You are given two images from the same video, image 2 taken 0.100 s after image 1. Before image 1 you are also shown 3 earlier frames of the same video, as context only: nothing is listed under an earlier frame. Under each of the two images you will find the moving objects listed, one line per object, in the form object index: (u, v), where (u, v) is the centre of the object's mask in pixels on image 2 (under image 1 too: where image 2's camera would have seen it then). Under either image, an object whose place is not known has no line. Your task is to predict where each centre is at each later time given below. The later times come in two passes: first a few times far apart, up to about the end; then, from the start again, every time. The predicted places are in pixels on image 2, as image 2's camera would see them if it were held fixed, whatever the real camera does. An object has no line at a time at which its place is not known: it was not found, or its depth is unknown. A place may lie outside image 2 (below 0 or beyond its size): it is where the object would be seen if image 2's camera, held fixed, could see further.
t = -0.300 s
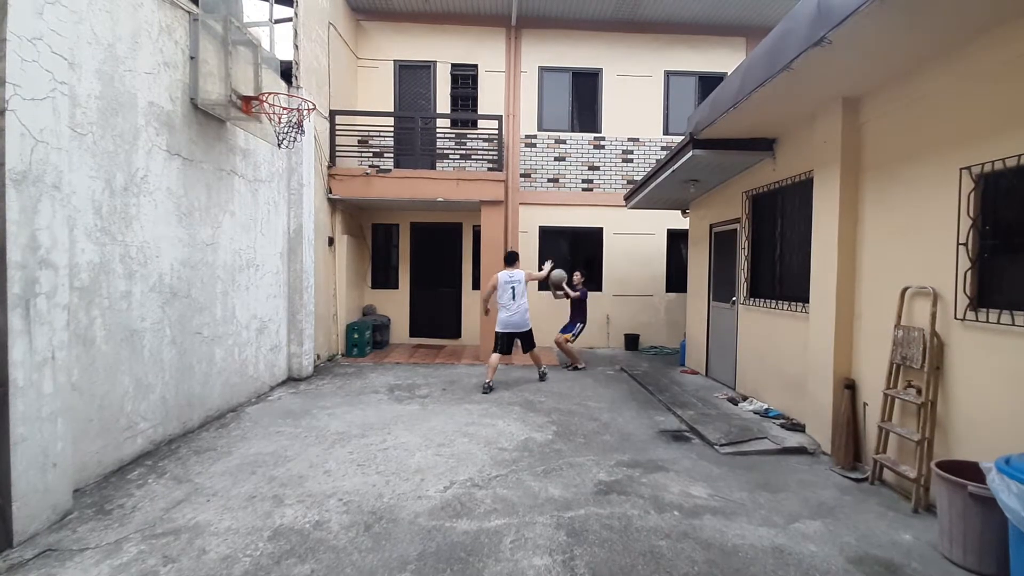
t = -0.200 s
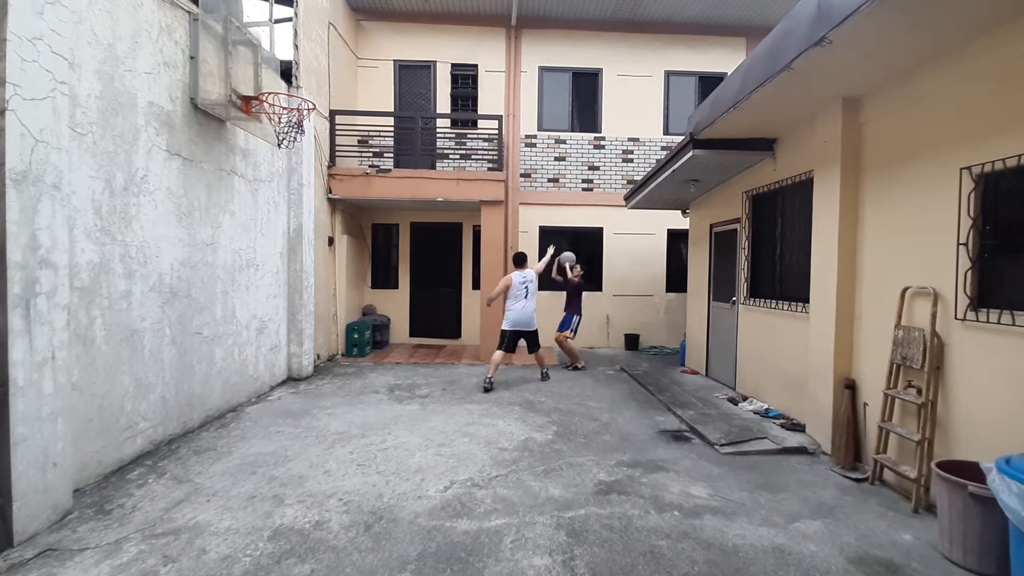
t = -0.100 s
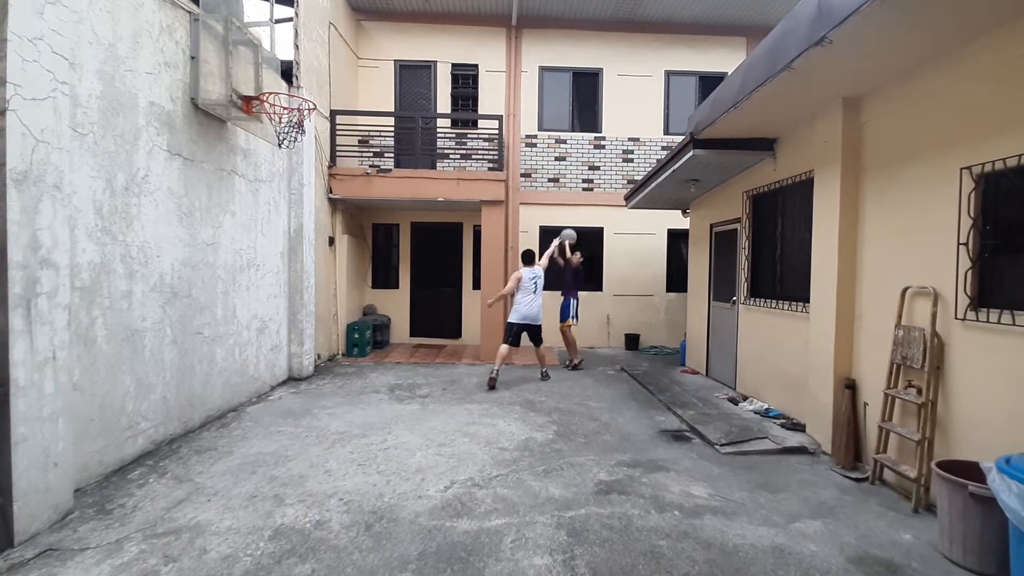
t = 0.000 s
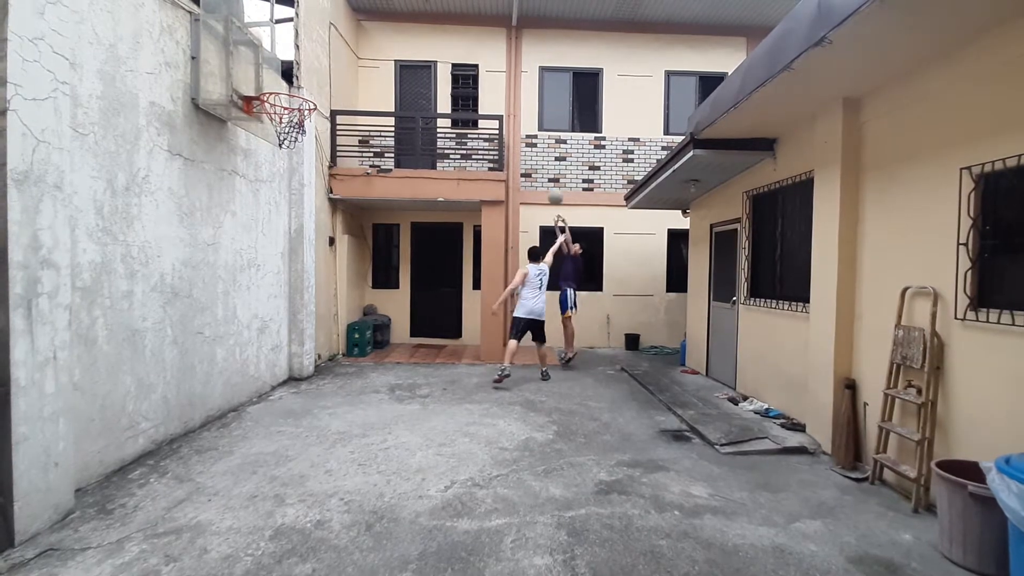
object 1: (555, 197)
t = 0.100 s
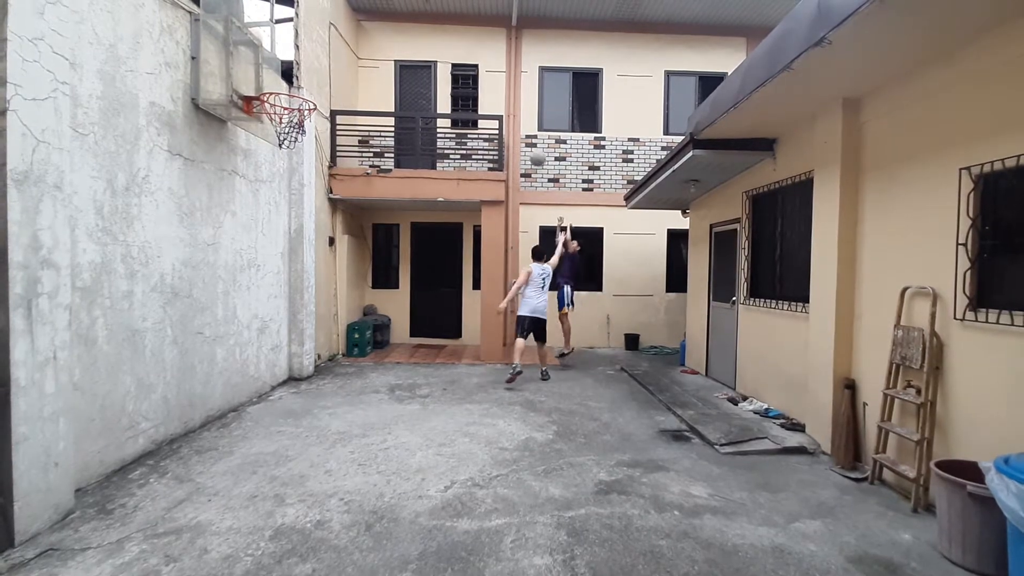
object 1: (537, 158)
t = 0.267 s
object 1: (506, 103)
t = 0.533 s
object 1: (444, 45)
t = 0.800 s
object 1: (366, 38)
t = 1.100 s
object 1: (288, 119)
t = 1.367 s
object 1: (287, 133)
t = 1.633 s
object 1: (265, 203)
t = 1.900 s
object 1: (242, 362)
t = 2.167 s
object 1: (233, 342)
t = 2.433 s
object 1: (232, 267)
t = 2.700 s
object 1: (229, 278)
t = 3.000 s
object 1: (227, 399)
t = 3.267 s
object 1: (226, 375)
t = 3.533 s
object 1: (224, 342)
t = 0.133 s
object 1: (531, 146)
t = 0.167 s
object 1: (525, 135)
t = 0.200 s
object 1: (519, 124)
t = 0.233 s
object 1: (512, 112)
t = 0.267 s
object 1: (506, 103)
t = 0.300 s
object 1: (499, 94)
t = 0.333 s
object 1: (491, 85)
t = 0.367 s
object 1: (484, 77)
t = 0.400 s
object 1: (477, 69)
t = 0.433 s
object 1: (469, 63)
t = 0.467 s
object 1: (461, 56)
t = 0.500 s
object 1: (453, 50)
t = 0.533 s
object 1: (444, 45)
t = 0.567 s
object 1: (436, 41)
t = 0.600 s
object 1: (427, 38)
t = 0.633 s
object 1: (417, 35)
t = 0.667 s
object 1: (408, 34)
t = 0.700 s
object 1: (398, 33)
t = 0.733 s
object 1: (387, 34)
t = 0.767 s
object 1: (377, 35)
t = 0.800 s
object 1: (366, 38)
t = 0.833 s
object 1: (355, 42)
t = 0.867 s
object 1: (343, 48)
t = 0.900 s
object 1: (331, 54)
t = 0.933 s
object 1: (319, 63)
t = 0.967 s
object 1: (306, 72)
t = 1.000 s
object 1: (293, 81)
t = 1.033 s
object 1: (280, 94)
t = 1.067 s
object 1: (277, 109)
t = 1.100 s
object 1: (288, 119)
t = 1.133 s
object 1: (295, 123)
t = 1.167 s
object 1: (299, 119)
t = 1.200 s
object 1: (301, 117)
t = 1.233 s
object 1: (298, 119)
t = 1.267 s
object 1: (295, 121)
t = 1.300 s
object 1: (293, 124)
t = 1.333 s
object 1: (289, 128)
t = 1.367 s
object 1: (287, 133)
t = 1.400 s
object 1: (284, 137)
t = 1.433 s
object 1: (282, 141)
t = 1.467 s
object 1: (279, 148)
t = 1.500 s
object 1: (277, 156)
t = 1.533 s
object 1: (274, 167)
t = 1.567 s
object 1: (271, 177)
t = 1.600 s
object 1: (268, 190)
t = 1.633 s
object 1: (265, 203)
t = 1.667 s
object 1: (263, 218)
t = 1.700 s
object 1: (260, 234)
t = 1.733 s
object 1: (257, 252)
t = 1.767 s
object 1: (254, 271)
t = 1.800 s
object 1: (252, 291)
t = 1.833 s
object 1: (248, 313)
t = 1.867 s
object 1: (246, 336)
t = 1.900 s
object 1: (242, 362)
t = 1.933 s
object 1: (239, 390)
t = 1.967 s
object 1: (236, 417)
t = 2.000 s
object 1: (234, 427)
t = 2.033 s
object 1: (234, 407)
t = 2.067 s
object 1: (233, 390)
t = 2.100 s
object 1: (233, 373)
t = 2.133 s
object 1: (233, 356)
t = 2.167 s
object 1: (233, 342)
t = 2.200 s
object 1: (233, 328)
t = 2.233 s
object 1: (233, 316)
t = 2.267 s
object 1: (232, 305)
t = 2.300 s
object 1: (232, 294)
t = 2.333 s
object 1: (232, 286)
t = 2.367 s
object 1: (232, 279)
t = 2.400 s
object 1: (232, 272)
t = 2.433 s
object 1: (232, 267)
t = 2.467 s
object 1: (231, 264)
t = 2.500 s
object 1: (231, 262)
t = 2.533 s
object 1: (231, 261)
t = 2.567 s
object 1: (230, 262)
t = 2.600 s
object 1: (230, 264)
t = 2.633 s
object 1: (230, 267)
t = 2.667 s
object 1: (229, 272)
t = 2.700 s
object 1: (229, 278)
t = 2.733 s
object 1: (229, 286)
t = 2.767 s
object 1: (228, 295)
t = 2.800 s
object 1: (228, 305)
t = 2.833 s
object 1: (228, 317)
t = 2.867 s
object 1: (228, 331)
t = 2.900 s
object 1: (228, 345)
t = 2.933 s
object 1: (228, 362)
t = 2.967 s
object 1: (227, 379)
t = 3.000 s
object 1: (227, 399)
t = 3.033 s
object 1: (228, 417)
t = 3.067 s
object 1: (227, 440)
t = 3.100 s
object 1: (226, 438)
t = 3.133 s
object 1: (227, 422)
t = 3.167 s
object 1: (227, 408)
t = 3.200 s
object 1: (226, 397)
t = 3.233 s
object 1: (226, 385)
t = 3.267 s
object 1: (226, 375)
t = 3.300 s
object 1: (225, 365)
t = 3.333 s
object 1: (225, 357)
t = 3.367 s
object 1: (225, 351)
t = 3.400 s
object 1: (225, 347)
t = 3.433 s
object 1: (224, 343)
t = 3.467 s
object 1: (224, 341)
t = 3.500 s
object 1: (224, 341)
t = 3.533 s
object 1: (224, 342)
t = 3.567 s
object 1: (224, 344)
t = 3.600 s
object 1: (223, 347)
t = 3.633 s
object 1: (223, 352)
